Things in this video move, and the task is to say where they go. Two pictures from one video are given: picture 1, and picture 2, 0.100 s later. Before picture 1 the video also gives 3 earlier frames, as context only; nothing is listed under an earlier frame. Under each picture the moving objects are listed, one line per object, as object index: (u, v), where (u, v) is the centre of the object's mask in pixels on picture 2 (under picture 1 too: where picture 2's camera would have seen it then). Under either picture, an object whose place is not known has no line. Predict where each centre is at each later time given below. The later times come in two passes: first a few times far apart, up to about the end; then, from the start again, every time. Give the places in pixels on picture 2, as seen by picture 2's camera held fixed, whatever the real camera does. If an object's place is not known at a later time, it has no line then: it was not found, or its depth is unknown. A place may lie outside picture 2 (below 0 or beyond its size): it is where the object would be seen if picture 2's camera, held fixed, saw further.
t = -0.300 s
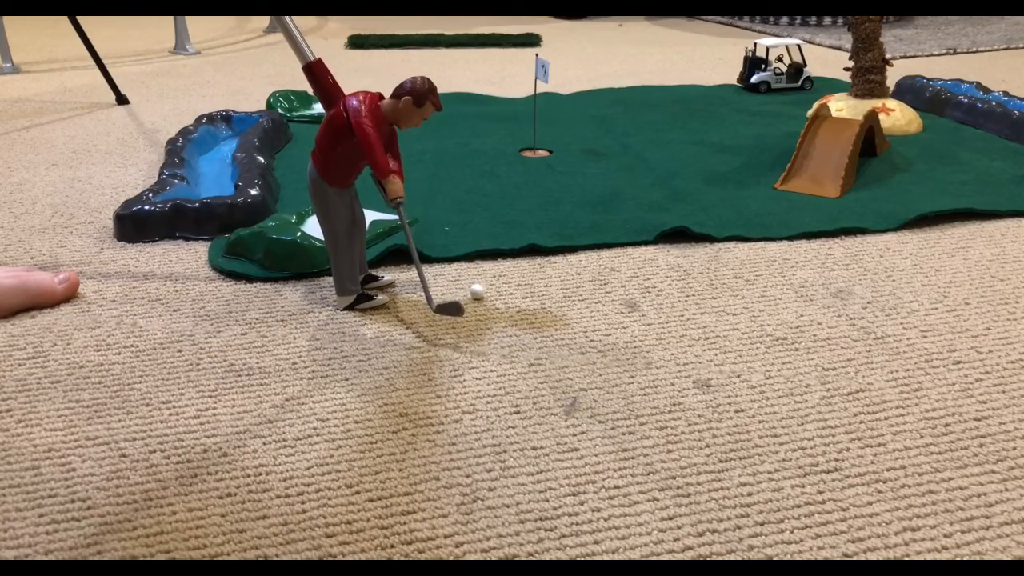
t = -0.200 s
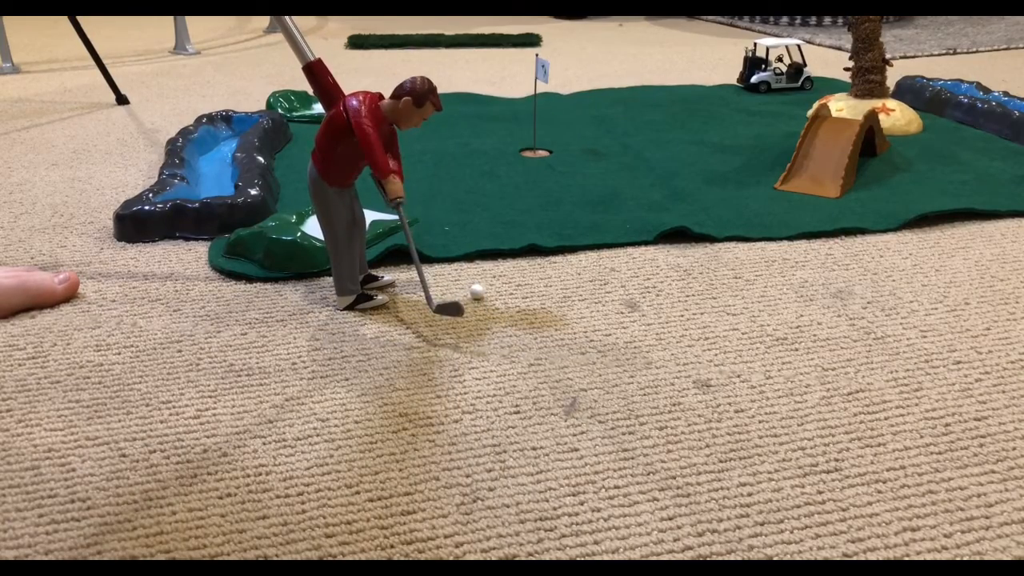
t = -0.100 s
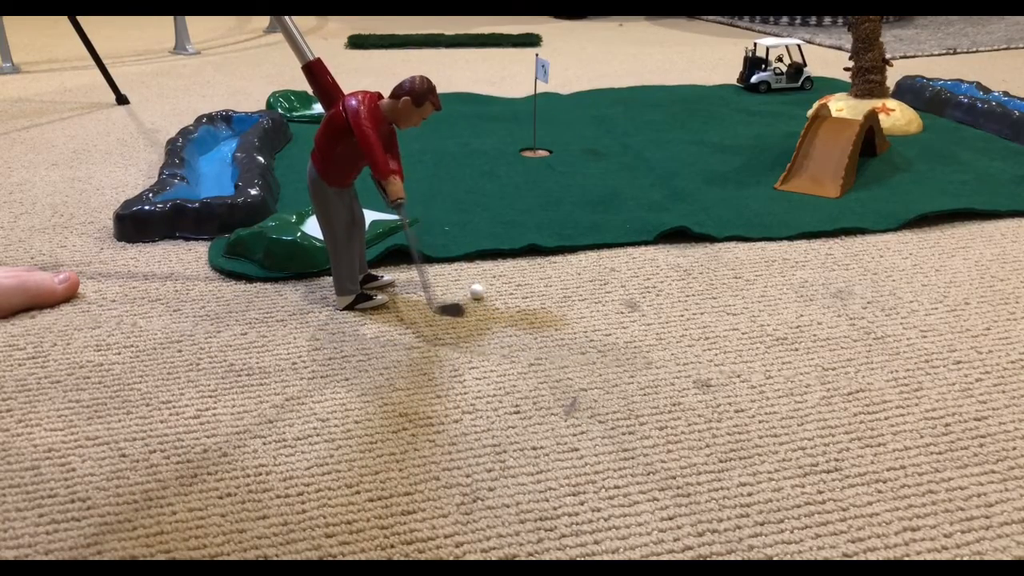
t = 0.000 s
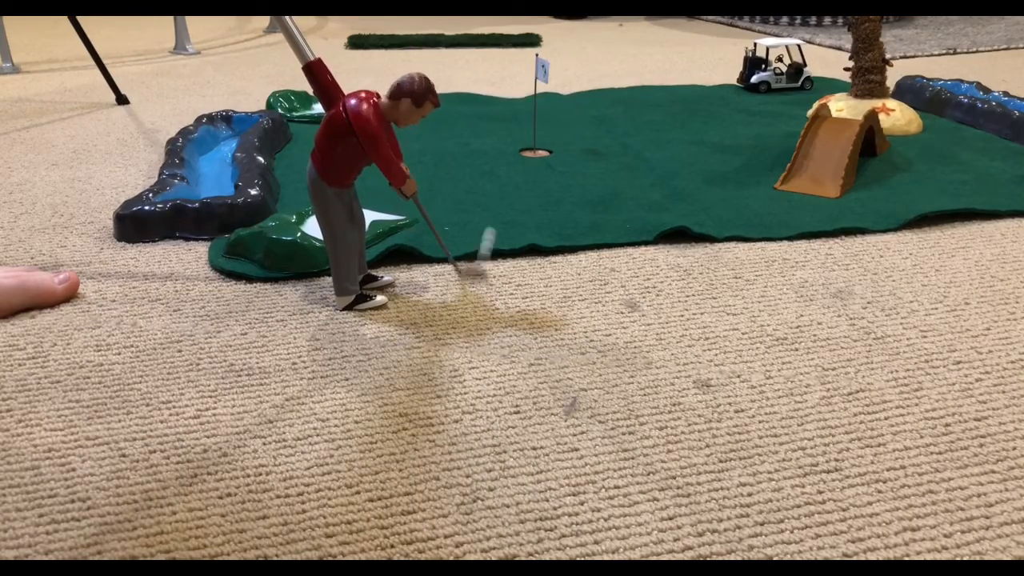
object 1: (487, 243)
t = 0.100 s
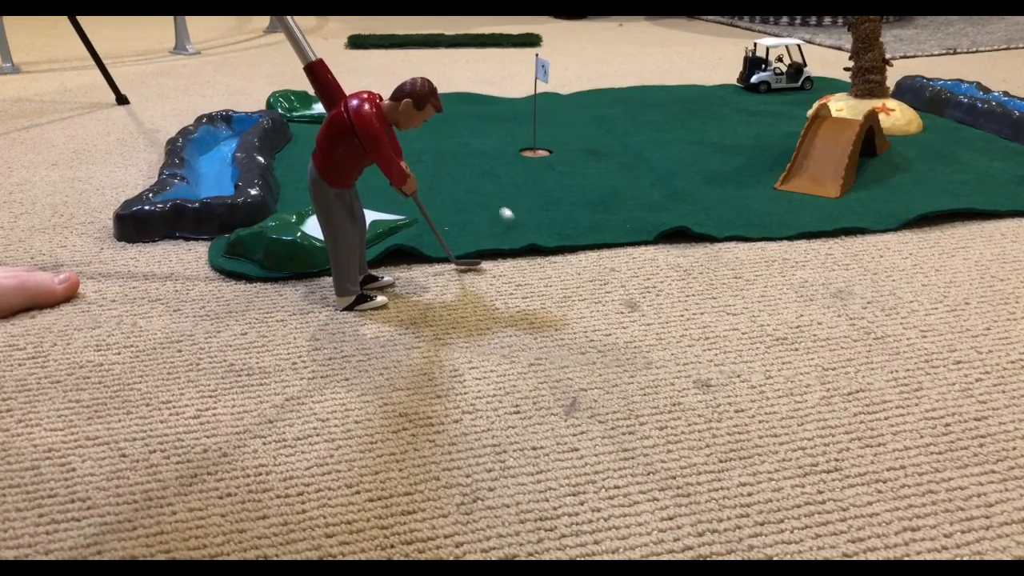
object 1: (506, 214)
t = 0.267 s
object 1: (521, 194)
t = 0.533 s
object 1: (530, 173)
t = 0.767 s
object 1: (531, 164)
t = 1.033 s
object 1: (530, 164)
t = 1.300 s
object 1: (530, 164)
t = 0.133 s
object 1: (511, 208)
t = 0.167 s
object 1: (513, 201)
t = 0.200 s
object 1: (515, 203)
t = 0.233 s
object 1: (518, 199)
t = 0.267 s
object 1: (521, 194)
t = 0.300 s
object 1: (523, 191)
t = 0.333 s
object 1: (525, 188)
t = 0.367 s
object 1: (527, 185)
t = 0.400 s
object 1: (528, 182)
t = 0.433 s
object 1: (530, 179)
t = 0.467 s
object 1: (530, 177)
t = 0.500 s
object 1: (530, 175)
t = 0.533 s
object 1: (530, 173)
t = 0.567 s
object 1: (529, 171)
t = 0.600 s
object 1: (529, 169)
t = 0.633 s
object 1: (528, 168)
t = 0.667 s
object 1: (528, 167)
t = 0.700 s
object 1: (529, 166)
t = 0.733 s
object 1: (530, 165)
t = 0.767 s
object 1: (531, 164)
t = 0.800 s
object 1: (532, 164)
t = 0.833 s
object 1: (532, 164)
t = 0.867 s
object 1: (531, 164)
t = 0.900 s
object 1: (531, 164)
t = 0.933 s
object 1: (530, 164)
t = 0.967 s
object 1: (530, 164)
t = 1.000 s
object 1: (530, 164)
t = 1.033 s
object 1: (530, 164)
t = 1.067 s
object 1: (530, 164)
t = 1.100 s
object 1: (530, 164)
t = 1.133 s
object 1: (530, 164)
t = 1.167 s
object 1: (530, 164)
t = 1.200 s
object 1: (530, 164)
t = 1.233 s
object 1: (530, 164)
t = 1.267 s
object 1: (530, 164)
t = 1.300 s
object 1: (530, 164)
